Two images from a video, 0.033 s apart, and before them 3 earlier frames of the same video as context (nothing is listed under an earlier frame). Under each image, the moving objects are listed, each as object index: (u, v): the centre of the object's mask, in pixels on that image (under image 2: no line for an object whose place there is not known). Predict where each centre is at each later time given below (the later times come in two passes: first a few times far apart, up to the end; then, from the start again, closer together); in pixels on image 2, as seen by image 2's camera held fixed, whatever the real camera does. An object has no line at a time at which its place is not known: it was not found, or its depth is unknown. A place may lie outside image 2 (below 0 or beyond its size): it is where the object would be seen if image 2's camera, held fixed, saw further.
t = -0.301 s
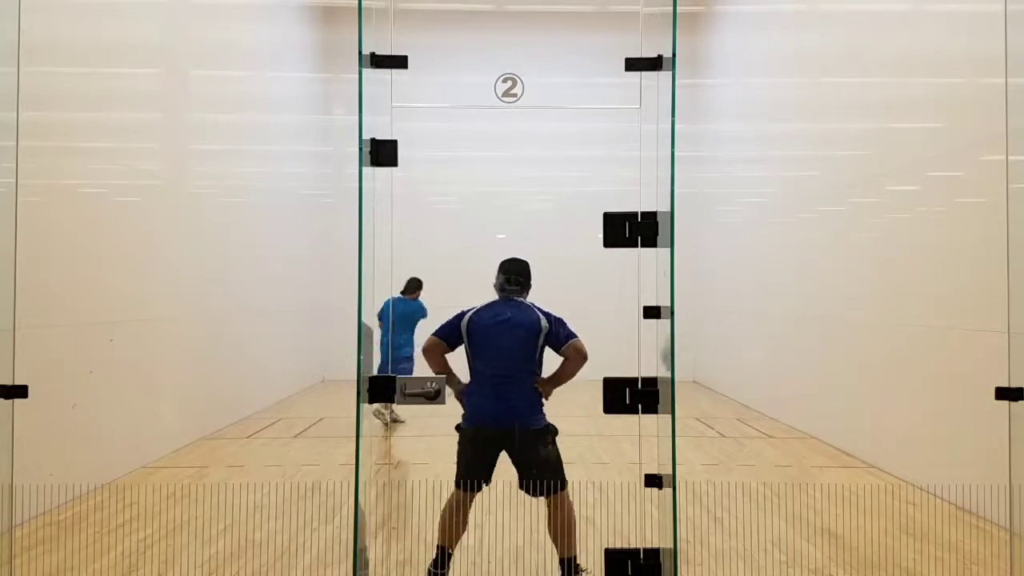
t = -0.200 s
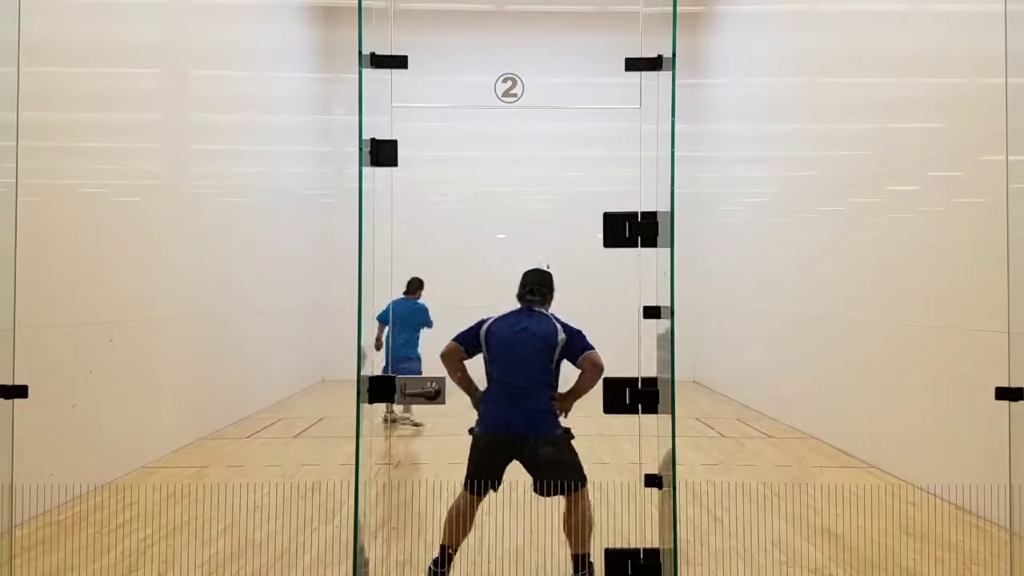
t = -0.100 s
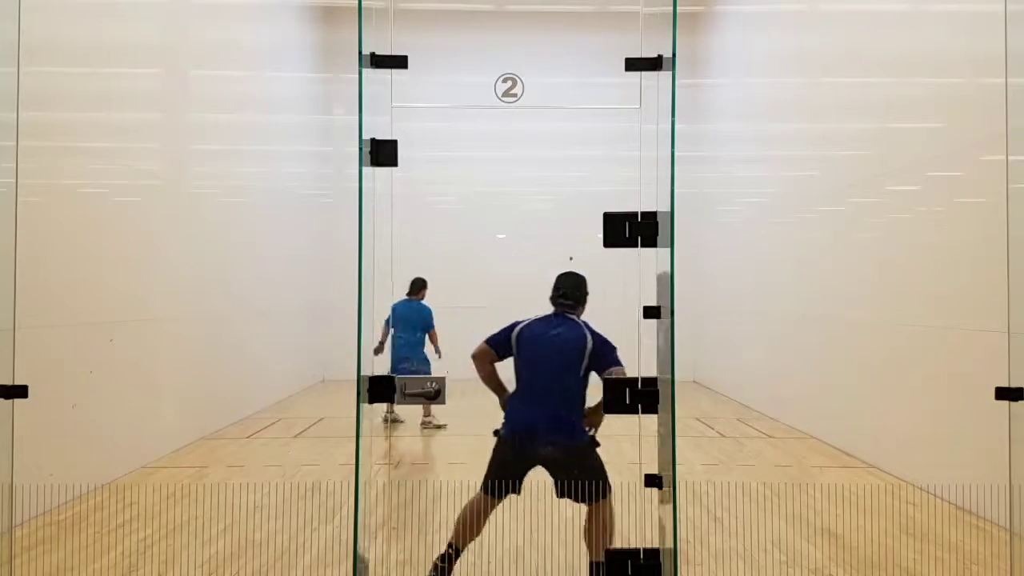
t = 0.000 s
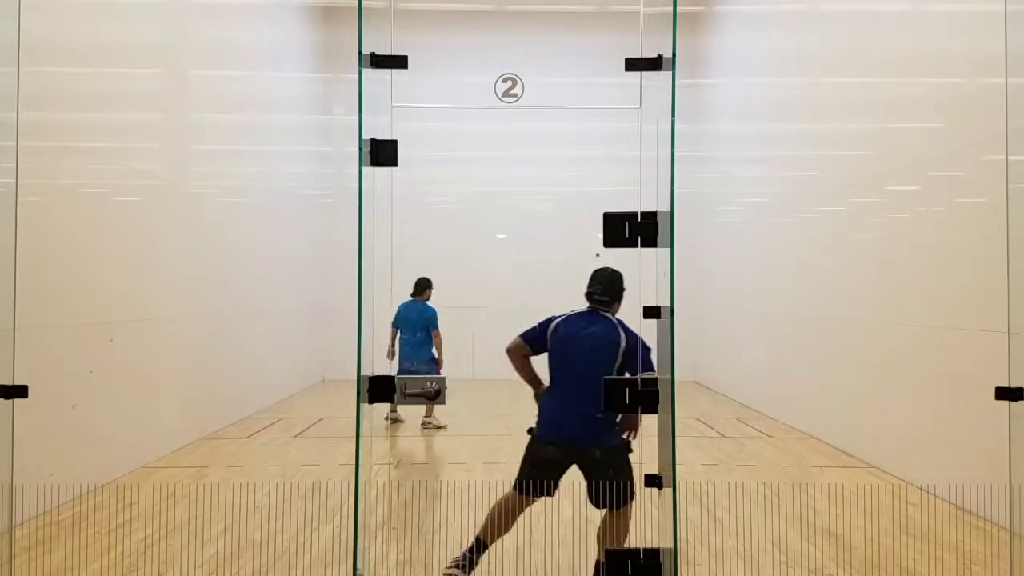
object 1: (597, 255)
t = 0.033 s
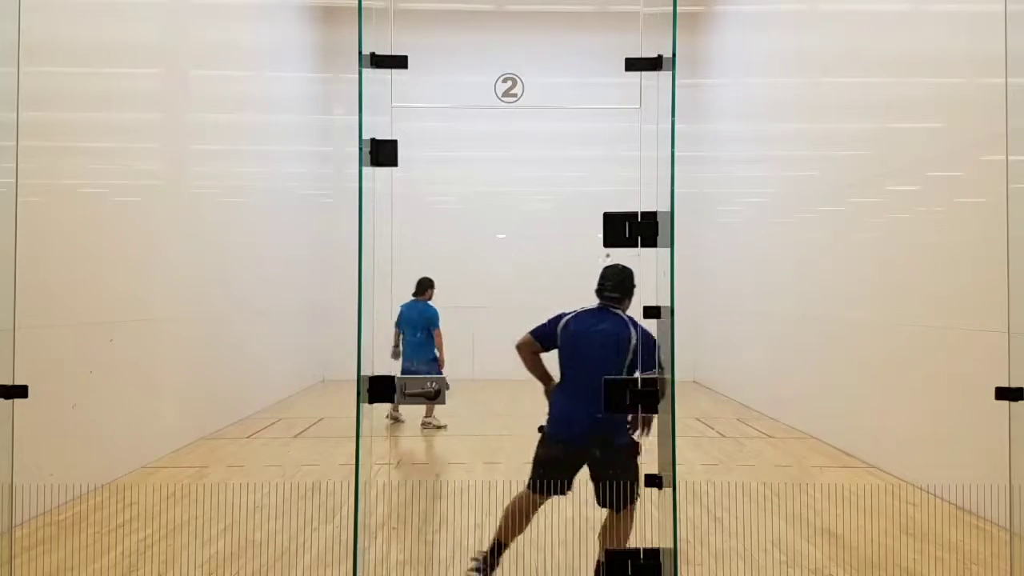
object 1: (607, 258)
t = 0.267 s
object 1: (699, 287)
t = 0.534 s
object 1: (893, 441)
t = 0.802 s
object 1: (980, 431)
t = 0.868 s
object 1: (979, 416)
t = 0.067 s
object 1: (618, 257)
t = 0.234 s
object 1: (697, 275)
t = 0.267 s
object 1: (699, 287)
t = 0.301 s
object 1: (717, 297)
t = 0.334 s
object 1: (736, 310)
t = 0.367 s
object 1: (757, 323)
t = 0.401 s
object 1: (779, 340)
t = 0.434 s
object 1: (804, 360)
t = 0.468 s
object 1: (831, 383)
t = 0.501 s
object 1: (860, 410)
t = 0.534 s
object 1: (893, 441)
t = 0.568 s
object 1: (928, 475)
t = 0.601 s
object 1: (965, 509)
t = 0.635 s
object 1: (984, 491)
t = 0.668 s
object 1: (982, 477)
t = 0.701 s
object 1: (982, 463)
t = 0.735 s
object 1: (981, 451)
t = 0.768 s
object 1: (981, 440)
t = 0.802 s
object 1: (980, 431)
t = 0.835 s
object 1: (980, 423)
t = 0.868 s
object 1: (979, 416)
